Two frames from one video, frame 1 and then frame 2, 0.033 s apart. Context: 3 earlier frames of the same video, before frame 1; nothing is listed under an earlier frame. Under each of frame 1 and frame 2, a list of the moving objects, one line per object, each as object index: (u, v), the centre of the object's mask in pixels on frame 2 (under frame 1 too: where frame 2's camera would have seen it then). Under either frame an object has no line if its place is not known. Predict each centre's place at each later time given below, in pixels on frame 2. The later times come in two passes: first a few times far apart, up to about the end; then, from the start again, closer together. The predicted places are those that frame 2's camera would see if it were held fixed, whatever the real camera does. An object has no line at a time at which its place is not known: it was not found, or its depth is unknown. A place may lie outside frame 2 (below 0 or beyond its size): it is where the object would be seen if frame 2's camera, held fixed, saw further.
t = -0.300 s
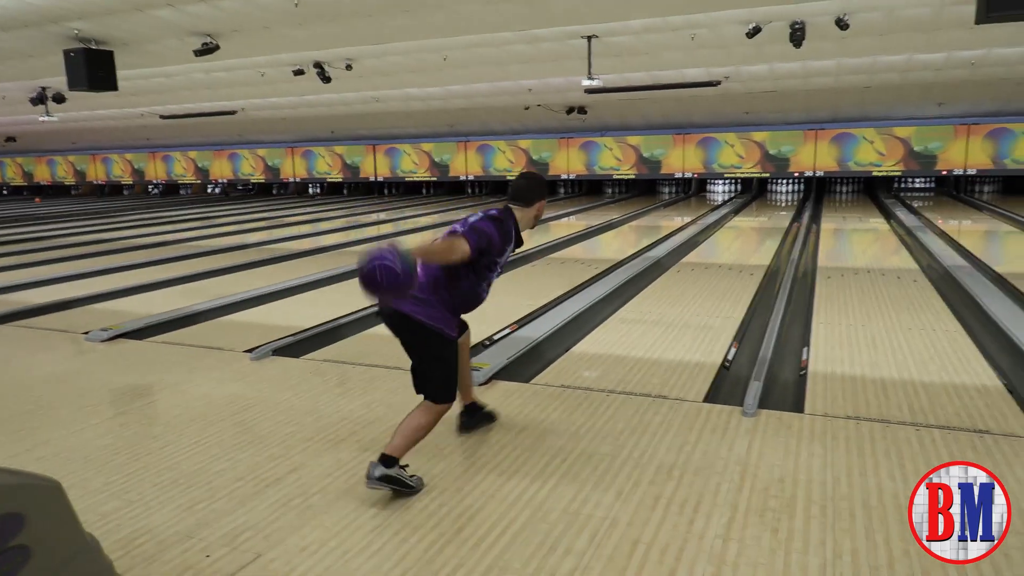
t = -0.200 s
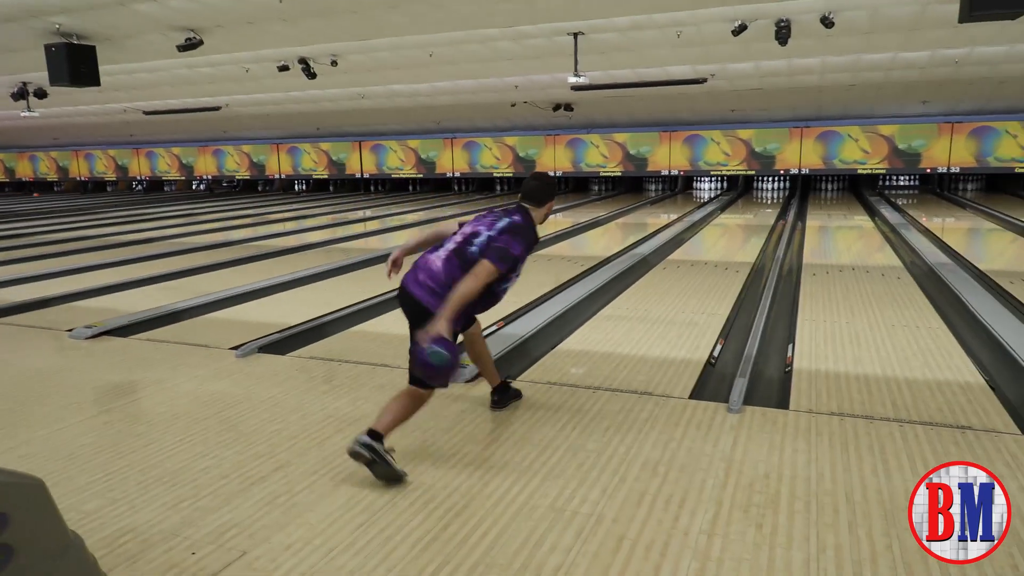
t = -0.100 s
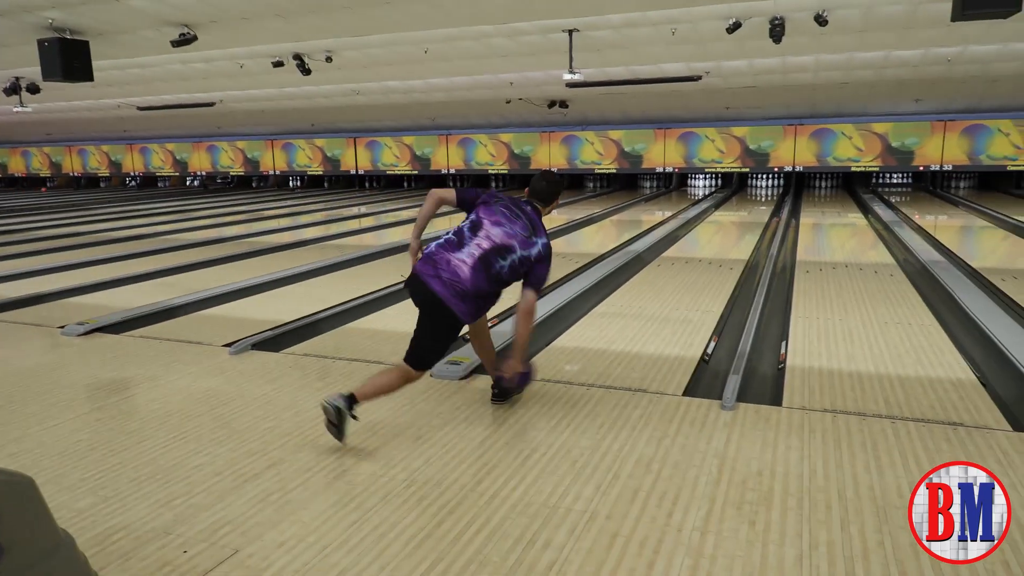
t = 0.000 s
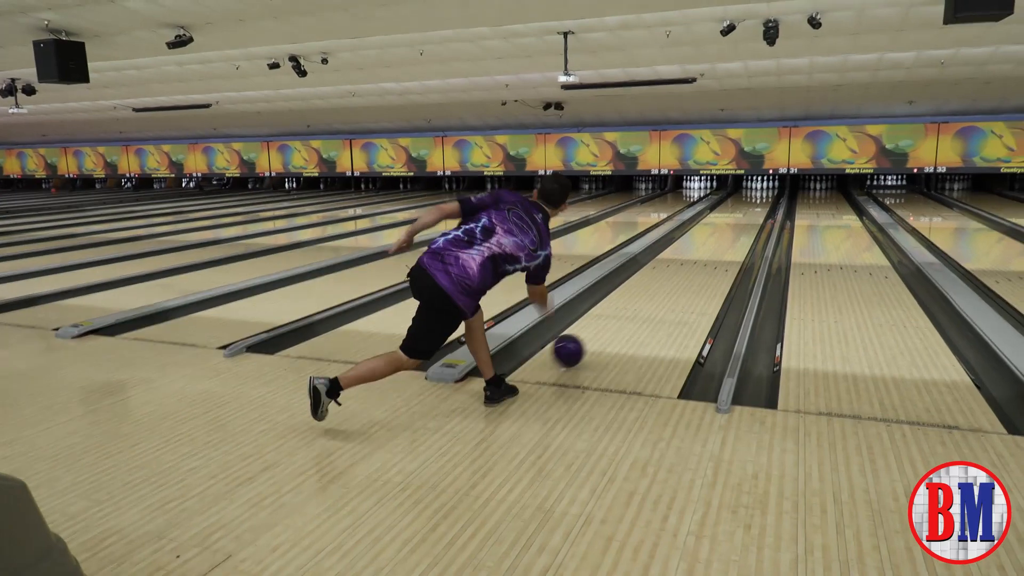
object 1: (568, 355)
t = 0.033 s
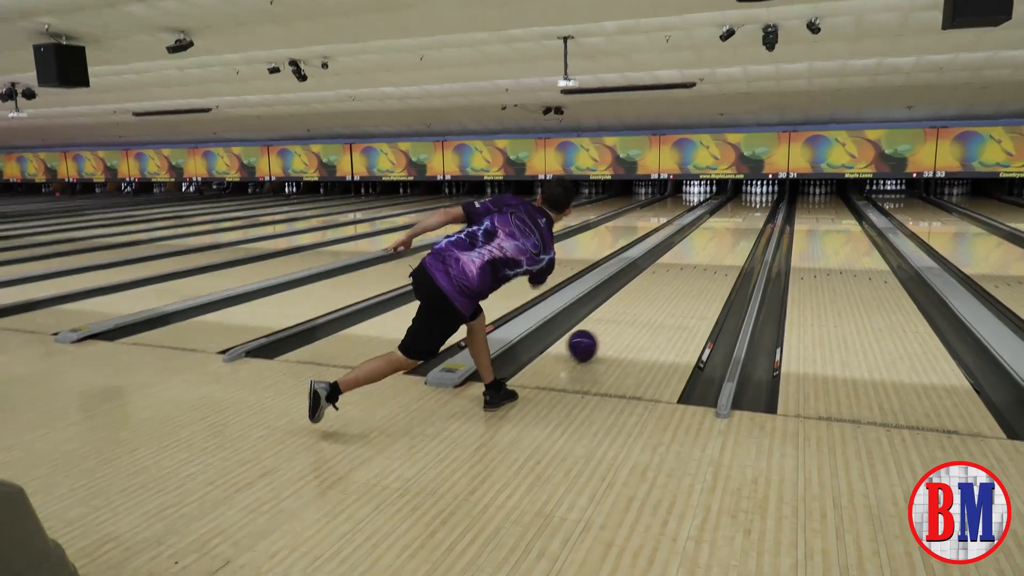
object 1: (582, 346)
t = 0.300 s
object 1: (659, 286)
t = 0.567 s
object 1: (700, 253)
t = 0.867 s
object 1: (728, 231)
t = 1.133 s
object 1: (743, 217)
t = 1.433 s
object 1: (753, 206)
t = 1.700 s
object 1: (758, 200)
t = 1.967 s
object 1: (756, 194)
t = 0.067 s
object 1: (595, 336)
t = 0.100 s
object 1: (607, 327)
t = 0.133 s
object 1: (618, 319)
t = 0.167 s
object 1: (628, 311)
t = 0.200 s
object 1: (637, 304)
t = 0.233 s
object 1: (645, 298)
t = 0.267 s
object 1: (652, 291)
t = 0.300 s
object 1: (659, 286)
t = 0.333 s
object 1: (666, 281)
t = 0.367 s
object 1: (672, 276)
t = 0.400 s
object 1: (677, 272)
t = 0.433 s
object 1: (683, 267)
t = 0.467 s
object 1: (688, 264)
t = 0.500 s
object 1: (692, 260)
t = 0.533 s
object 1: (696, 257)
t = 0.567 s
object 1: (700, 253)
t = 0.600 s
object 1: (704, 250)
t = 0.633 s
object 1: (708, 247)
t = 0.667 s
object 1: (711, 244)
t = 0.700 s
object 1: (714, 242)
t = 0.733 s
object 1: (717, 240)
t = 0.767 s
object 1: (720, 237)
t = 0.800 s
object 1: (723, 235)
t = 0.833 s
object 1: (725, 233)
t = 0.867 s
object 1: (728, 231)
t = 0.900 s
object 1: (730, 229)
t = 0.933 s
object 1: (732, 227)
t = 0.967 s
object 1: (734, 225)
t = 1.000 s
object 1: (736, 224)
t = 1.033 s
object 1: (738, 222)
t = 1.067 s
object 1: (740, 220)
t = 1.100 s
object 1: (741, 219)
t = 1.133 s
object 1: (743, 217)
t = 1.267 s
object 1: (748, 211)
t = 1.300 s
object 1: (748, 210)
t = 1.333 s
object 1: (750, 209)
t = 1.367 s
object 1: (751, 208)
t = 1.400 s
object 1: (752, 207)
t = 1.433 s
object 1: (753, 206)
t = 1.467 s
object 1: (754, 205)
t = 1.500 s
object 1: (755, 204)
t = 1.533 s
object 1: (755, 203)
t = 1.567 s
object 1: (756, 202)
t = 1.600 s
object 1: (757, 201)
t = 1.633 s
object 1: (757, 201)
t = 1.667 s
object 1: (757, 200)
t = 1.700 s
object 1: (758, 200)
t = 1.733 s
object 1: (757, 200)
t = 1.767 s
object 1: (757, 200)
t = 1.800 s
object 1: (756, 199)
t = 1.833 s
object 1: (758, 200)
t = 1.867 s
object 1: (758, 199)
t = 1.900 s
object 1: (758, 199)
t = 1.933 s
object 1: (757, 196)
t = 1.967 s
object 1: (756, 194)
